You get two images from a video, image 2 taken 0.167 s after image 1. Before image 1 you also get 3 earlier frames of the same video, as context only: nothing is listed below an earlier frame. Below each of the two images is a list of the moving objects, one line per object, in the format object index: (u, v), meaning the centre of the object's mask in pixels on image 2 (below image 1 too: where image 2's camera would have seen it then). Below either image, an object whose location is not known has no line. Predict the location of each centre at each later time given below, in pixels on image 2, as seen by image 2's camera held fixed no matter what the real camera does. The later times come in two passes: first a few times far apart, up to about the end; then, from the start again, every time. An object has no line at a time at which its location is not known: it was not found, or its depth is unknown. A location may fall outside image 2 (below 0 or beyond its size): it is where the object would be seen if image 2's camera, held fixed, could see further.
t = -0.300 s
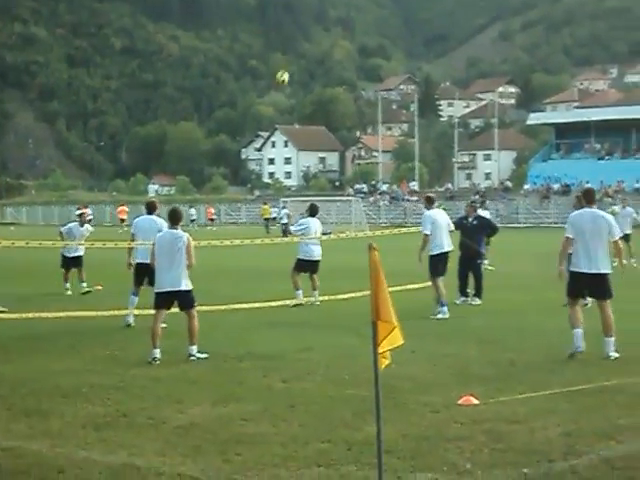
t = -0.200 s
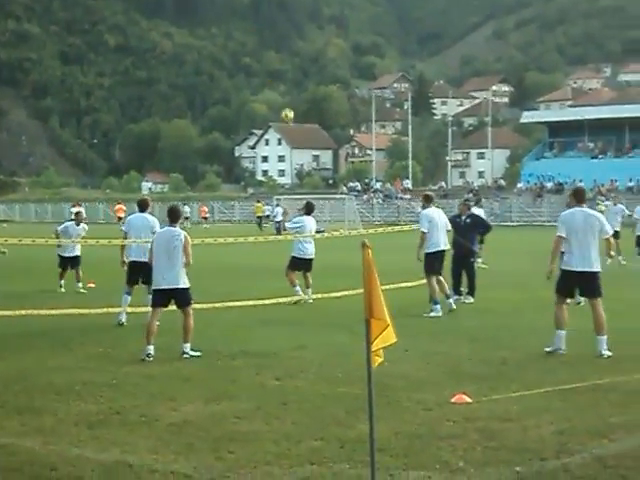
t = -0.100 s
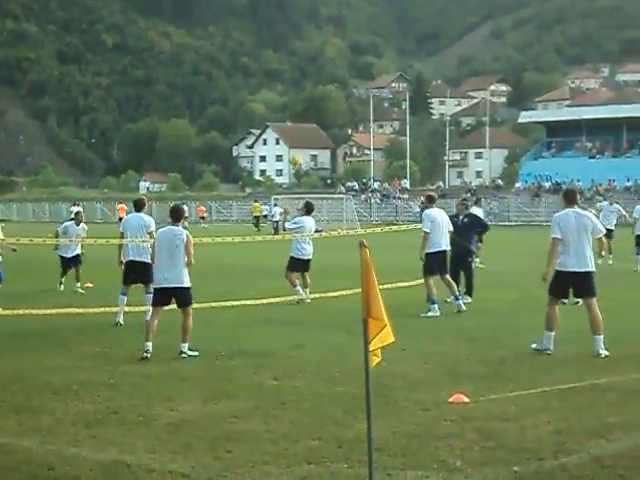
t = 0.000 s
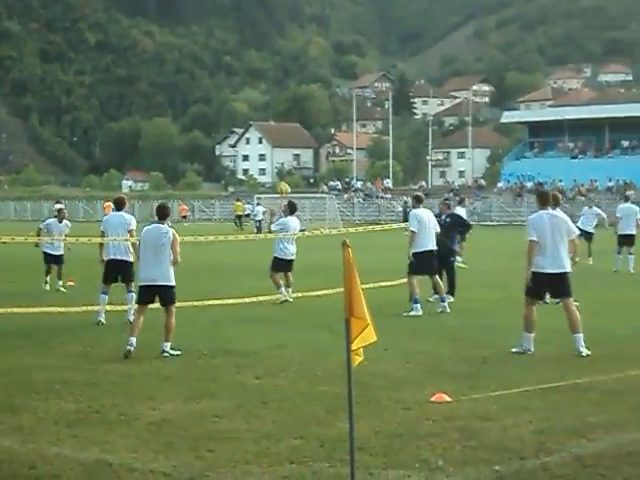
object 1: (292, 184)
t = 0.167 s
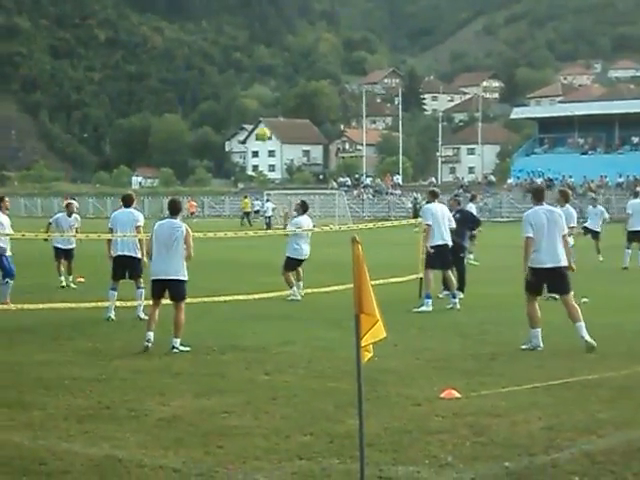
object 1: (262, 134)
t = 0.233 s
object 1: (252, 118)
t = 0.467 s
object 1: (210, 82)
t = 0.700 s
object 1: (169, 79)
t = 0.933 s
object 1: (126, 109)
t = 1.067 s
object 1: (103, 142)
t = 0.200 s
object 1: (257, 125)
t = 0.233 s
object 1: (252, 118)
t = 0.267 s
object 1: (246, 110)
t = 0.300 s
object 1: (240, 104)
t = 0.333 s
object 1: (234, 98)
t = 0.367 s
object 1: (228, 94)
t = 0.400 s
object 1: (222, 89)
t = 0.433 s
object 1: (216, 86)
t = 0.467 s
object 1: (210, 82)
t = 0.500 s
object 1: (204, 80)
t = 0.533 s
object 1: (198, 78)
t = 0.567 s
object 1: (192, 77)
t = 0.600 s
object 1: (186, 77)
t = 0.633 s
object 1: (180, 77)
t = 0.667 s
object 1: (174, 77)
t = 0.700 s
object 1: (169, 79)
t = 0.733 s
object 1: (163, 81)
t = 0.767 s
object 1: (156, 84)
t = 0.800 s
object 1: (150, 88)
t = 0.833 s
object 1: (144, 92)
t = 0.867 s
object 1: (139, 97)
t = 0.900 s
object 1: (132, 102)
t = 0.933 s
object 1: (126, 109)
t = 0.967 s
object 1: (120, 116)
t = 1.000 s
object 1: (114, 124)
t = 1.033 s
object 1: (109, 132)
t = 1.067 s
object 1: (103, 142)
